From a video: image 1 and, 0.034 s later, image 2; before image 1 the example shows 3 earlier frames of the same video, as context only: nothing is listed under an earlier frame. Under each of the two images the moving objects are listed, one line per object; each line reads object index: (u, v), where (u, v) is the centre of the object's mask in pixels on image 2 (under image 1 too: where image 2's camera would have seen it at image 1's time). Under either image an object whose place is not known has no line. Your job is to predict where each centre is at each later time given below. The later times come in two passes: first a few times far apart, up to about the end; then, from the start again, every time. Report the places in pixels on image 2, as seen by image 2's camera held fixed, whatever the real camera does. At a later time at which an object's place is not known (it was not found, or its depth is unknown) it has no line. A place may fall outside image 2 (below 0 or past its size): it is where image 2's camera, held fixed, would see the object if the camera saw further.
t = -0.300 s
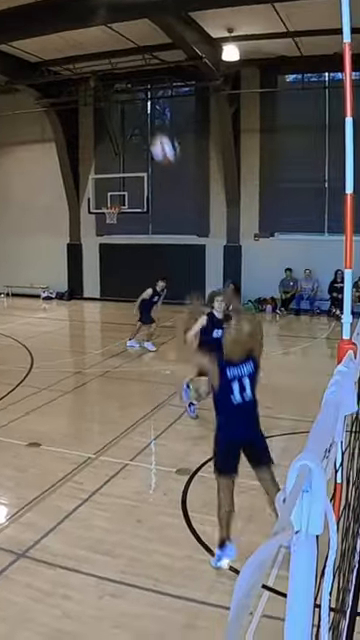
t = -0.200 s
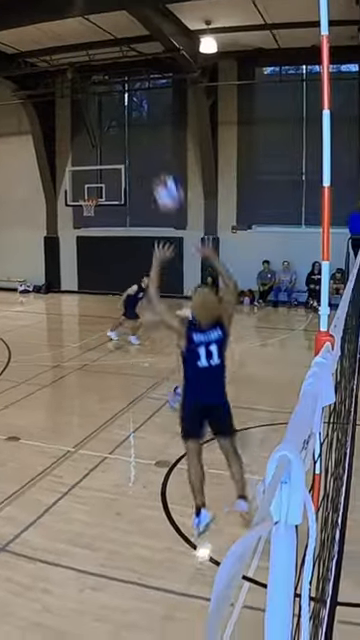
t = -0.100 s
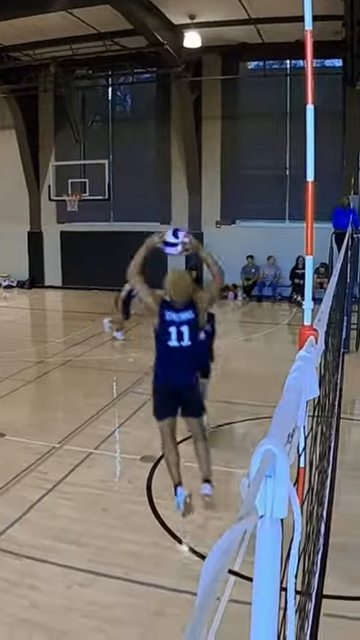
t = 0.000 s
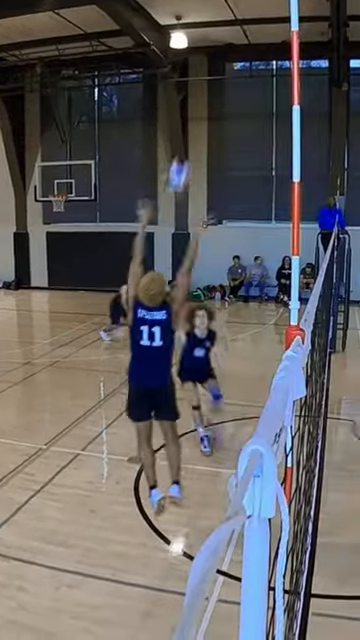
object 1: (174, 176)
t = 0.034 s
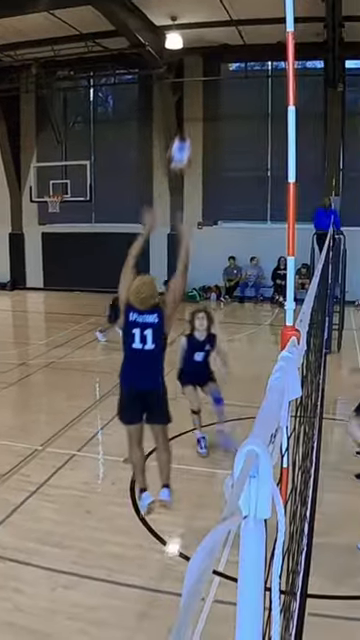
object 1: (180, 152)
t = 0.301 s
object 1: (221, 53)
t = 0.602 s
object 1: (248, 51)
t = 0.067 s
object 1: (185, 132)
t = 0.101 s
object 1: (191, 113)
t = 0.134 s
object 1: (197, 99)
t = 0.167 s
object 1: (202, 88)
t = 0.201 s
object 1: (207, 76)
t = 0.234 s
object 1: (213, 67)
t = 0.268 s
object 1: (217, 59)
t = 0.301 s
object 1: (221, 53)
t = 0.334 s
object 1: (225, 49)
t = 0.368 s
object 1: (228, 45)
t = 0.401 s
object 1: (232, 43)
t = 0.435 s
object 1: (235, 42)
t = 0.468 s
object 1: (238, 43)
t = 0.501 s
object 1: (241, 44)
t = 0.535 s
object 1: (244, 46)
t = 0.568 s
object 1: (246, 48)
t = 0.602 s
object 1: (248, 51)
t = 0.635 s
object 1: (252, 55)
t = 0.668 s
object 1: (252, 60)
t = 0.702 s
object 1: (256, 67)
